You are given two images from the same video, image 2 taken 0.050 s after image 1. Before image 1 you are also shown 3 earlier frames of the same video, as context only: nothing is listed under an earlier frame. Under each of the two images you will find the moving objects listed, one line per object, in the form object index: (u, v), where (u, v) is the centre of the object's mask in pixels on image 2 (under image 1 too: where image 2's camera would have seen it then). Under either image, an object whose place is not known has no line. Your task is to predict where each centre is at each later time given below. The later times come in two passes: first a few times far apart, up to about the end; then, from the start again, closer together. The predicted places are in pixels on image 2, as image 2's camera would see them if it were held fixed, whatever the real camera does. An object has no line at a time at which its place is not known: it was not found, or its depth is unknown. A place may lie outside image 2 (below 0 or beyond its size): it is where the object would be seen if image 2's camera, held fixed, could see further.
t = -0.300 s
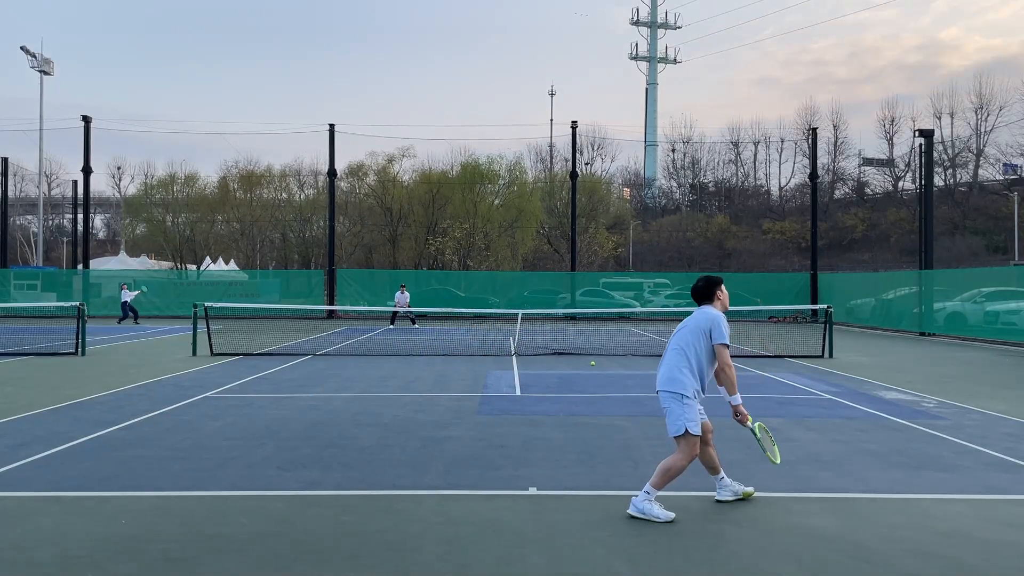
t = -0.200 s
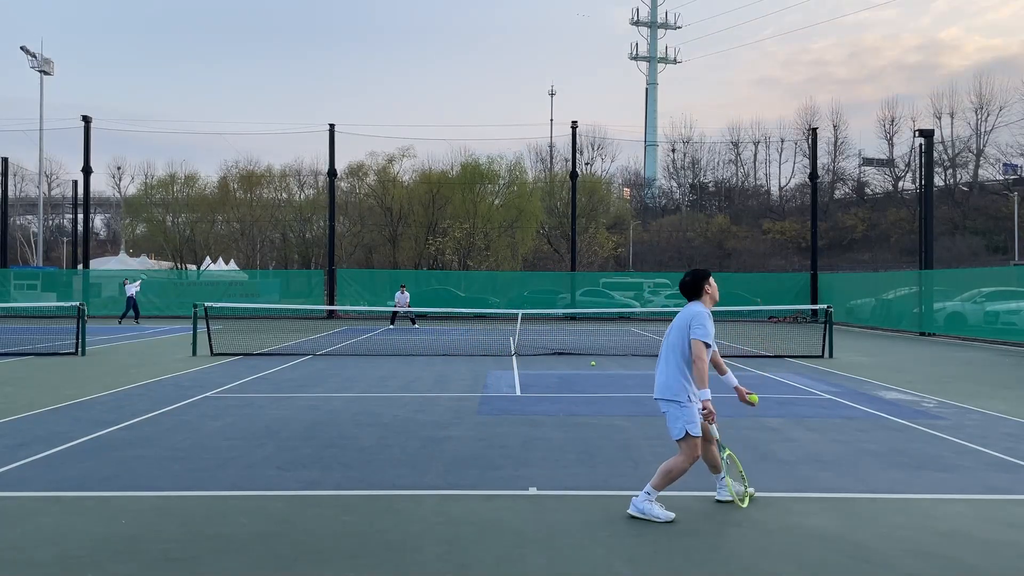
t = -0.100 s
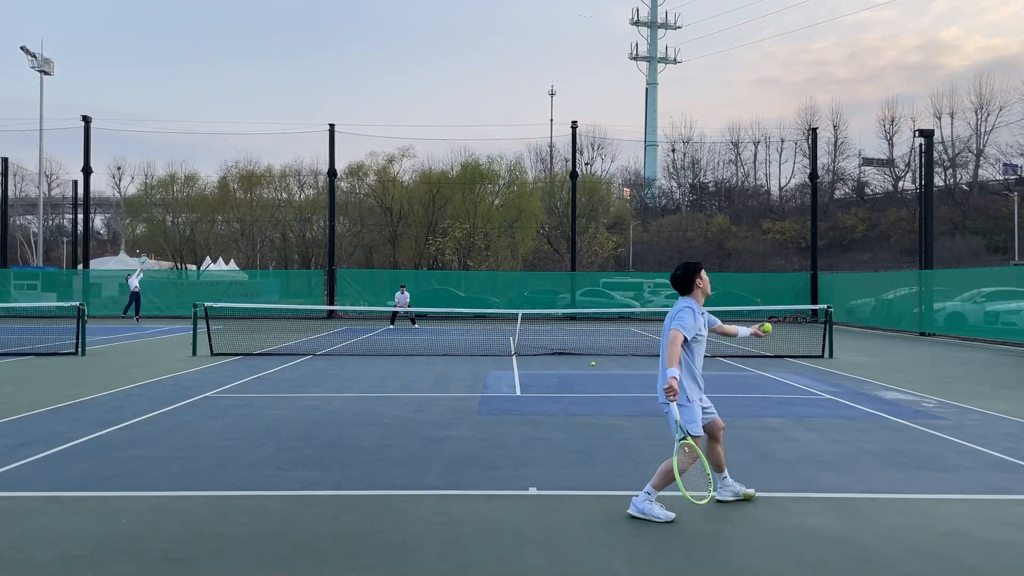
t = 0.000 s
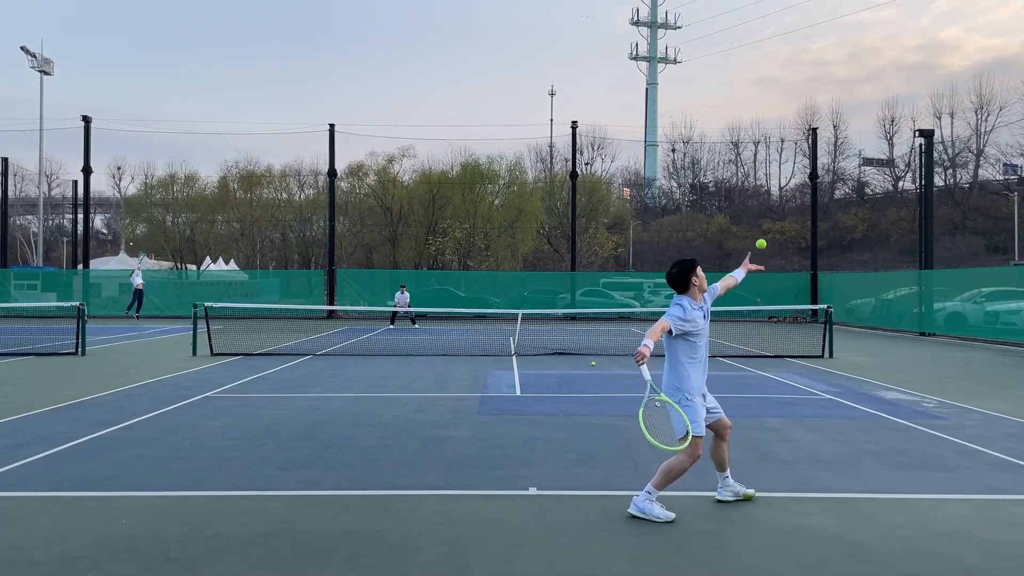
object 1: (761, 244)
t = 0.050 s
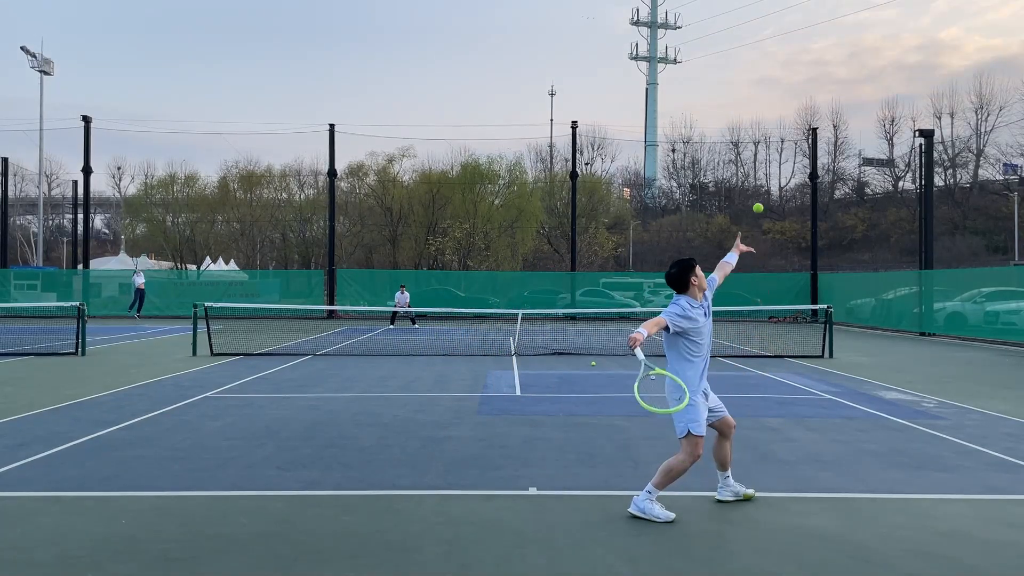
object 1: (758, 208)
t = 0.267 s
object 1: (746, 95)
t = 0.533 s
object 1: (732, 48)
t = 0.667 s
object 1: (725, 62)
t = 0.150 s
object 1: (753, 147)
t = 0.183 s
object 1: (751, 130)
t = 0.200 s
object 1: (750, 123)
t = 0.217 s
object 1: (749, 115)
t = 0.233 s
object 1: (748, 108)
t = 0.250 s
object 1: (747, 101)
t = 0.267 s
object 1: (746, 95)
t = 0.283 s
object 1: (745, 89)
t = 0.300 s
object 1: (744, 84)
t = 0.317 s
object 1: (743, 79)
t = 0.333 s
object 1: (743, 74)
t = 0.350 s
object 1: (742, 70)
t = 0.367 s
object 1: (741, 66)
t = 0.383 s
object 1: (740, 62)
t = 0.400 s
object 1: (739, 59)
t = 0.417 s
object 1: (738, 57)
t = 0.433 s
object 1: (737, 54)
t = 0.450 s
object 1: (736, 52)
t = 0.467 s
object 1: (735, 51)
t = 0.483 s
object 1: (735, 49)
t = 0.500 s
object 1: (734, 49)
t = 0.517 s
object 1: (733, 48)
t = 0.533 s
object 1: (732, 48)
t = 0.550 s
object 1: (731, 49)
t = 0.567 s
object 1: (730, 49)
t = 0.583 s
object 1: (729, 50)
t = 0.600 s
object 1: (728, 52)
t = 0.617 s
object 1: (727, 54)
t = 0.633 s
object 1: (726, 56)
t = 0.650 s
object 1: (725, 58)
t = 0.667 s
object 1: (725, 62)
